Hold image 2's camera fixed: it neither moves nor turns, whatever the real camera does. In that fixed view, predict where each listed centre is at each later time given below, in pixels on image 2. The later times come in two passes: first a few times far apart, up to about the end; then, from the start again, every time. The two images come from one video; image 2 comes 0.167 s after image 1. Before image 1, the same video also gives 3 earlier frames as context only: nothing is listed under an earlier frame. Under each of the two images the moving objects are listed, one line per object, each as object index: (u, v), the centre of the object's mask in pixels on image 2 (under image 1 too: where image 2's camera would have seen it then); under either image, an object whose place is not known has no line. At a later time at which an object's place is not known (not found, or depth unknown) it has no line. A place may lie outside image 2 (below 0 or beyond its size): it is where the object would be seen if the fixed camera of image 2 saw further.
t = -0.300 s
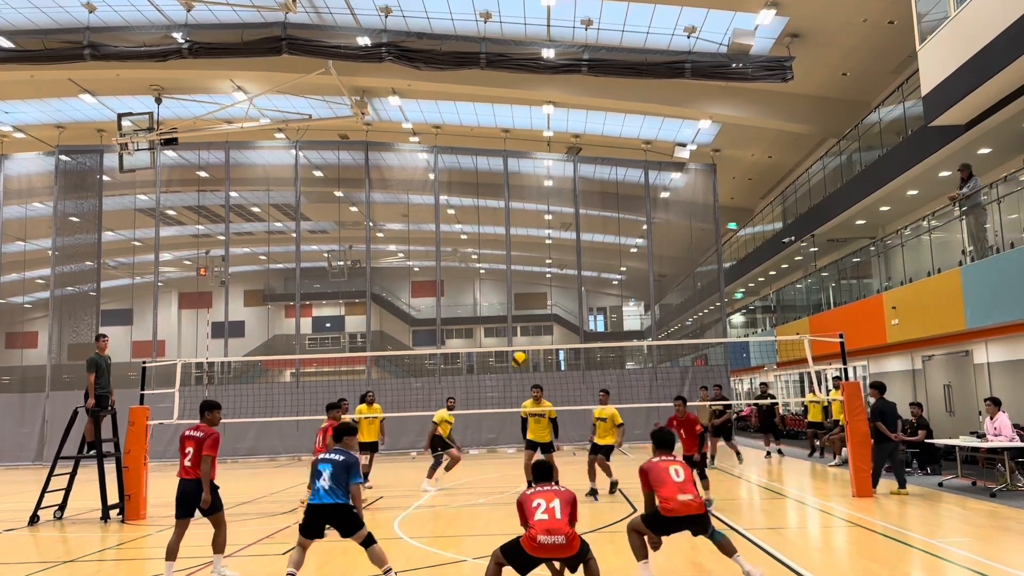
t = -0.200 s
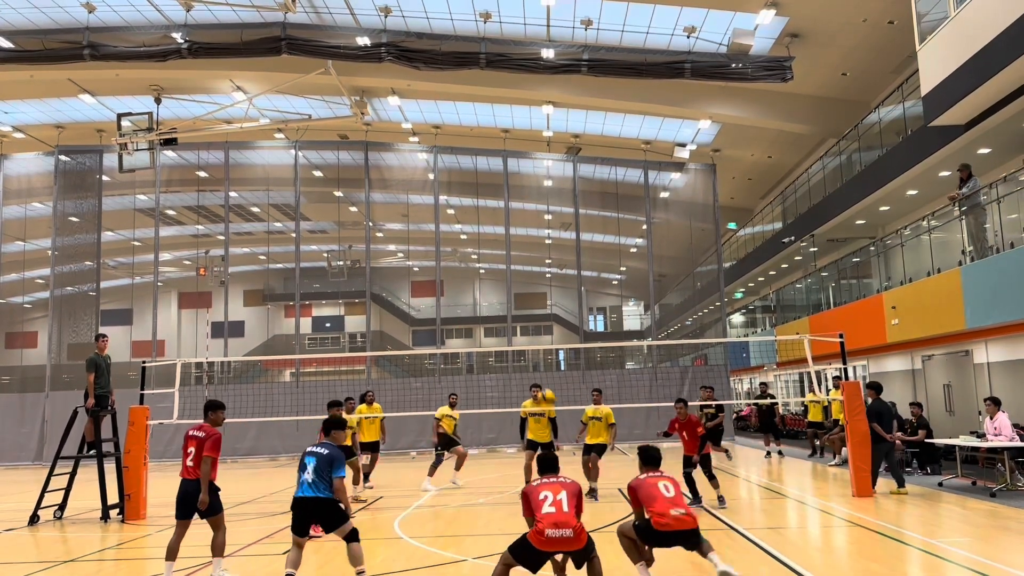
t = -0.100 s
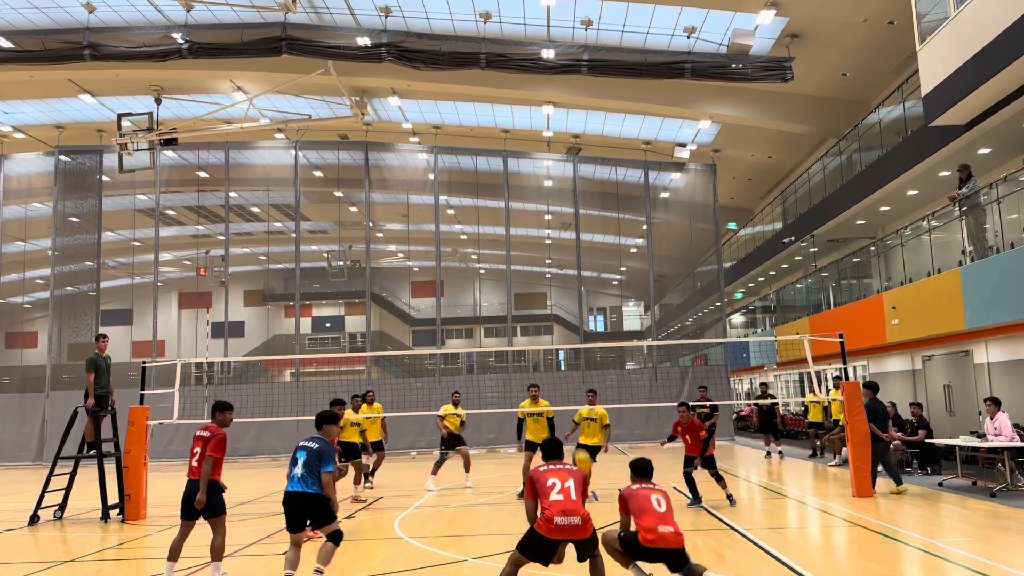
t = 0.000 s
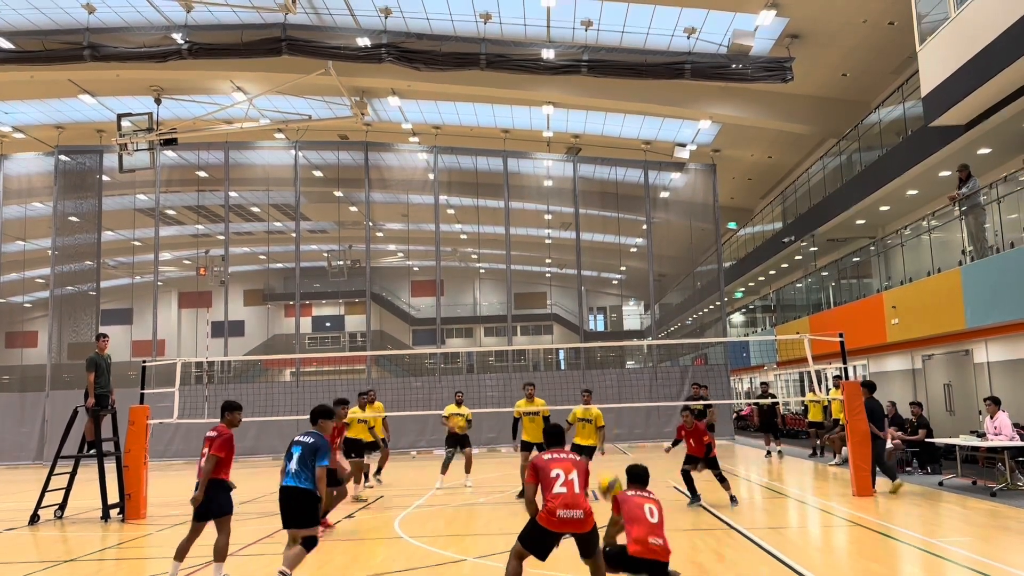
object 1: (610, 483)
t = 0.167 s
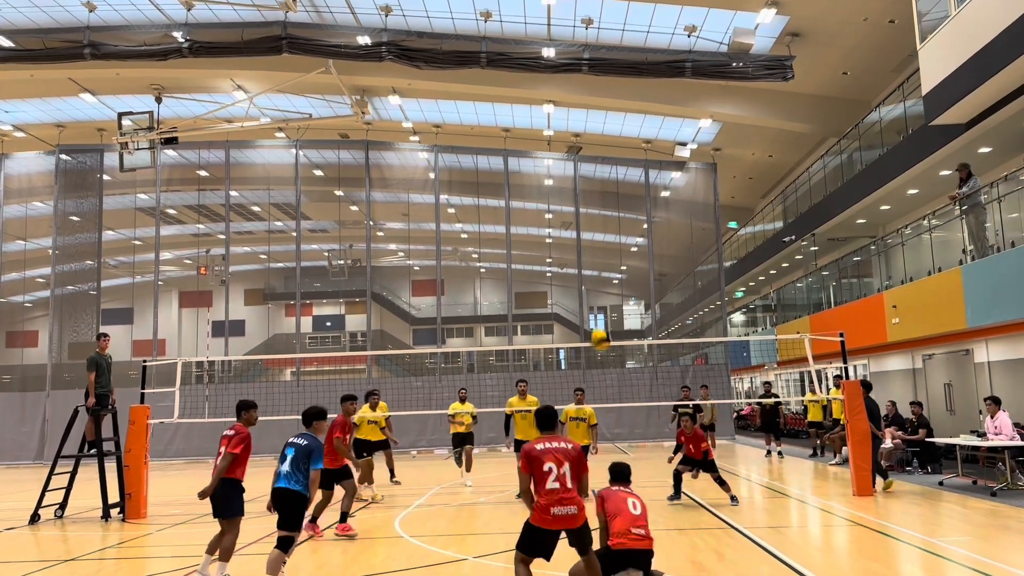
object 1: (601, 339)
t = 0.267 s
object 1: (597, 274)
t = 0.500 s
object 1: (595, 172)
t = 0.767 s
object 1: (596, 124)
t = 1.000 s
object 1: (600, 130)
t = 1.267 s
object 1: (606, 185)
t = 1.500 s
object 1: (612, 270)
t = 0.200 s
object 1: (600, 314)
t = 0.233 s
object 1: (598, 292)
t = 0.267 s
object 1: (597, 274)
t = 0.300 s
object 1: (596, 254)
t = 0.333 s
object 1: (596, 237)
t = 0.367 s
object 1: (595, 221)
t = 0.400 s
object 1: (595, 207)
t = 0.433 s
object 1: (595, 194)
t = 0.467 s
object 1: (594, 183)
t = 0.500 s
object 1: (595, 172)
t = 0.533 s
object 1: (595, 161)
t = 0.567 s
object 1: (595, 153)
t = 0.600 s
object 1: (595, 145)
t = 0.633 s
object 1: (595, 139)
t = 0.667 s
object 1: (596, 133)
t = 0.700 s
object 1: (596, 130)
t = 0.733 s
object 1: (596, 126)
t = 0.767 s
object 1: (596, 124)
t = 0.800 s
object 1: (597, 122)
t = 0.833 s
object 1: (597, 121)
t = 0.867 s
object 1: (598, 121)
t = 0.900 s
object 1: (598, 122)
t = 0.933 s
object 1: (598, 124)
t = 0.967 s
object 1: (599, 126)
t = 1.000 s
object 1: (600, 130)
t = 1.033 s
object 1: (601, 135)
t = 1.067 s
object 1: (601, 139)
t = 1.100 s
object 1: (602, 144)
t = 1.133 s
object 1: (603, 151)
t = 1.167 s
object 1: (604, 158)
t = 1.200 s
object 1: (604, 166)
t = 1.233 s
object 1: (605, 176)
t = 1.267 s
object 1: (606, 185)
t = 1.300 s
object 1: (607, 195)
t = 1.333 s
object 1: (608, 205)
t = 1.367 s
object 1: (608, 217)
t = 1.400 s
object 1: (611, 229)
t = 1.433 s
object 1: (611, 242)
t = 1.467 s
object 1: (612, 255)
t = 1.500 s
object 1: (612, 270)
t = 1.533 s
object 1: (614, 284)
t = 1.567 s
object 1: (616, 301)
